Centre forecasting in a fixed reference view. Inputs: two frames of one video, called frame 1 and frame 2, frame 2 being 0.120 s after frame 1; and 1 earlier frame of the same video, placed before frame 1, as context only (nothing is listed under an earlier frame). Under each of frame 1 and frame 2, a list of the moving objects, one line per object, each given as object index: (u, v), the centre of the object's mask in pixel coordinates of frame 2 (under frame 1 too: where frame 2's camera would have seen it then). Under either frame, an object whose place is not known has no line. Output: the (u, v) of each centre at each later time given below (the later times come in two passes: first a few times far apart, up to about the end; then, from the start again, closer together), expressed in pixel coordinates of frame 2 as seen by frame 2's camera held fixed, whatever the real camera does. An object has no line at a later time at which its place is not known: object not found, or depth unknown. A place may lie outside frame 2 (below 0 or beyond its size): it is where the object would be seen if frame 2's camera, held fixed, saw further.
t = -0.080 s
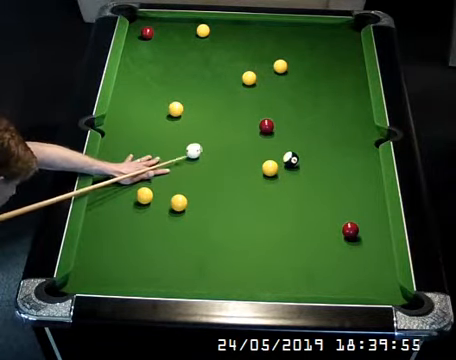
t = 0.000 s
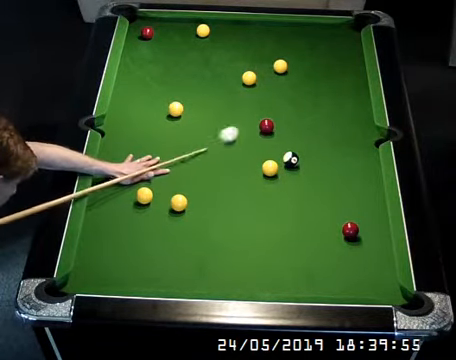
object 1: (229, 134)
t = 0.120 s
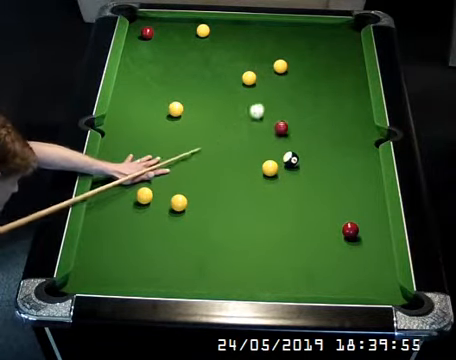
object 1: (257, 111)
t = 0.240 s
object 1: (262, 91)
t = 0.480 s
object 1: (261, 64)
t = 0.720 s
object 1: (256, 43)
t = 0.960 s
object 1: (252, 24)
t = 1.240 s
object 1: (246, 37)
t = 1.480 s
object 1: (241, 49)
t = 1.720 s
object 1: (235, 61)
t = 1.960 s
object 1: (230, 73)
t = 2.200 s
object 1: (225, 85)
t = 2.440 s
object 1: (220, 96)
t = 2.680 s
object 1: (215, 107)
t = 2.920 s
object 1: (210, 117)
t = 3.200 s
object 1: (205, 129)
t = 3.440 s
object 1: (200, 138)
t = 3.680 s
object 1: (195, 146)
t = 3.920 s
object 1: (191, 154)
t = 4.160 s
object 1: (188, 162)
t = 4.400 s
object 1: (184, 169)
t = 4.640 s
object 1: (181, 175)
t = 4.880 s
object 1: (179, 180)
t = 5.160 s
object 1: (176, 185)
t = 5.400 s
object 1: (174, 188)
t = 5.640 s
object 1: (172, 191)
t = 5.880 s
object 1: (170, 192)
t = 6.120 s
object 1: (169, 193)
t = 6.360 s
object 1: (169, 194)
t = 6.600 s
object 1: (169, 194)
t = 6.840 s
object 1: (169, 194)
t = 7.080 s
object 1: (168, 194)
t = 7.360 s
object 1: (168, 194)
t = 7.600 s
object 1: (168, 194)
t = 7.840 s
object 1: (168, 194)
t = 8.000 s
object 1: (167, 193)
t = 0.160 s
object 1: (259, 103)
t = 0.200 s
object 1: (261, 97)
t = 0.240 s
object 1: (262, 91)
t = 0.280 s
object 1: (263, 85)
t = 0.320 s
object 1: (263, 80)
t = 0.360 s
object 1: (263, 76)
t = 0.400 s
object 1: (263, 71)
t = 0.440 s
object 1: (262, 68)
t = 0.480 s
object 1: (261, 64)
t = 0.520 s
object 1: (260, 60)
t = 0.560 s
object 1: (259, 57)
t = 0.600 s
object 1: (259, 53)
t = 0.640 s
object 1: (258, 50)
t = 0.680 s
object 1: (257, 46)
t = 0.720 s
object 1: (256, 43)
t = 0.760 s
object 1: (255, 40)
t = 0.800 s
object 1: (255, 36)
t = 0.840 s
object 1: (254, 33)
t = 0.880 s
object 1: (253, 30)
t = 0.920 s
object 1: (253, 27)
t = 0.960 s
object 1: (252, 24)
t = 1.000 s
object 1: (251, 24)
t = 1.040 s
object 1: (250, 27)
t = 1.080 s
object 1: (249, 29)
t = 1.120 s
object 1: (248, 31)
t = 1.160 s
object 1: (248, 33)
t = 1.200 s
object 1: (247, 35)
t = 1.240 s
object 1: (246, 37)
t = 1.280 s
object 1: (245, 39)
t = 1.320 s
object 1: (244, 41)
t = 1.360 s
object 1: (243, 43)
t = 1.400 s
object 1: (243, 45)
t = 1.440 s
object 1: (241, 47)
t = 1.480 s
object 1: (241, 49)
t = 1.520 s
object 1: (240, 51)
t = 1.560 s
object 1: (239, 54)
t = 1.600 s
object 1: (238, 55)
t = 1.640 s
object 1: (237, 57)
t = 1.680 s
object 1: (236, 59)
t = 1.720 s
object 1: (235, 61)
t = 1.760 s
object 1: (235, 63)
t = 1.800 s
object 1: (234, 65)
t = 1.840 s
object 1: (233, 67)
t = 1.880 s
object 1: (232, 69)
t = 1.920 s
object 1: (231, 71)
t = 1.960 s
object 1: (230, 73)
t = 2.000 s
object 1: (230, 75)
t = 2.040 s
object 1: (229, 77)
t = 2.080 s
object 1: (228, 79)
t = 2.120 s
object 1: (227, 81)
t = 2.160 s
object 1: (226, 83)
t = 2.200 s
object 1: (225, 85)
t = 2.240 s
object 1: (224, 87)
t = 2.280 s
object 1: (224, 89)
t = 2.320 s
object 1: (223, 90)
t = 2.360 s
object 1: (222, 92)
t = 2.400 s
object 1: (221, 94)
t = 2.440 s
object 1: (220, 96)
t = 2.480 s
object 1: (219, 98)
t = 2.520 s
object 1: (218, 100)
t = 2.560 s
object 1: (218, 102)
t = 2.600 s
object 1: (217, 103)
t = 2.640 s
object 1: (216, 105)
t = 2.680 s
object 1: (215, 107)
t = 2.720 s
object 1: (214, 108)
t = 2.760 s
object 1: (214, 110)
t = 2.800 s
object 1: (213, 112)
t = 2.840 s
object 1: (212, 114)
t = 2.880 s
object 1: (211, 115)
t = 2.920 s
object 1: (210, 117)
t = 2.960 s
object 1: (209, 119)
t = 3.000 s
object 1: (209, 120)
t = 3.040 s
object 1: (208, 122)
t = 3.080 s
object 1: (207, 124)
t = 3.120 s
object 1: (206, 125)
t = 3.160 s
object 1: (206, 127)
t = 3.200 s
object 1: (205, 129)
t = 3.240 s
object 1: (204, 130)
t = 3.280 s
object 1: (203, 132)
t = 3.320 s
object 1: (202, 133)
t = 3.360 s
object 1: (202, 135)
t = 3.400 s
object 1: (201, 136)
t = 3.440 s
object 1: (200, 138)
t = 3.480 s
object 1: (199, 139)
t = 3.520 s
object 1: (198, 141)
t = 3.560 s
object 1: (197, 142)
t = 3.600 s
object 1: (197, 143)
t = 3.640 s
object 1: (196, 145)
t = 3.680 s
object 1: (195, 146)
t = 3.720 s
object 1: (195, 148)
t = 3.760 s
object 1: (194, 149)
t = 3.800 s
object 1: (193, 150)
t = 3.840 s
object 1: (193, 152)
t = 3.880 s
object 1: (192, 153)
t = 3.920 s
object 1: (191, 154)
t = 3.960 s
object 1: (191, 156)
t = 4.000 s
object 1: (190, 157)
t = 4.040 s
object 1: (189, 158)
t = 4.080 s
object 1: (189, 160)
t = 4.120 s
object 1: (188, 161)
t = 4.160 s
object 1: (188, 162)
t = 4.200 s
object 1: (187, 163)
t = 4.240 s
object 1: (186, 164)
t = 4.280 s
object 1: (186, 166)
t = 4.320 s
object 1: (185, 167)
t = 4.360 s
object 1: (185, 168)
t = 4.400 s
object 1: (184, 169)
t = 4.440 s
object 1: (184, 170)
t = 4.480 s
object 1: (183, 171)
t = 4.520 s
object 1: (183, 172)
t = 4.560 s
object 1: (182, 173)
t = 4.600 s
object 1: (182, 174)
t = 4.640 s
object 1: (181, 175)
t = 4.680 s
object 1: (181, 176)
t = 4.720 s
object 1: (181, 177)
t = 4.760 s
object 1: (180, 178)
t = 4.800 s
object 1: (180, 179)
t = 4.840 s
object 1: (179, 179)
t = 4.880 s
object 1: (179, 180)
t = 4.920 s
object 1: (178, 181)
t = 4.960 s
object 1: (178, 182)
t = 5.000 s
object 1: (178, 182)
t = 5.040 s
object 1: (177, 183)
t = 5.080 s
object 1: (177, 184)
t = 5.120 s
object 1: (177, 185)
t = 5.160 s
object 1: (176, 185)
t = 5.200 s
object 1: (176, 186)
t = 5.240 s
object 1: (176, 186)
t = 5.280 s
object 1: (175, 187)
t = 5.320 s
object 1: (175, 187)
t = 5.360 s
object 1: (174, 188)
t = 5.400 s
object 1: (174, 188)
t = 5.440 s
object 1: (174, 189)
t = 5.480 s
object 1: (174, 189)
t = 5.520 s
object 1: (173, 189)
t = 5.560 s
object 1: (173, 190)
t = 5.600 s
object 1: (173, 190)
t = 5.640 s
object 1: (172, 191)
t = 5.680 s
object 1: (172, 191)
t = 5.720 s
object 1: (172, 191)
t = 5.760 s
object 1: (172, 191)
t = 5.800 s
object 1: (171, 192)
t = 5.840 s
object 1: (170, 192)
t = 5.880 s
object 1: (170, 192)
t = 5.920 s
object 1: (170, 192)
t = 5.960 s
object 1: (170, 192)
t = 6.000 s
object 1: (170, 193)
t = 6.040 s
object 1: (169, 193)
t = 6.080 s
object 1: (169, 193)
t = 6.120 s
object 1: (169, 193)
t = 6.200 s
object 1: (169, 194)
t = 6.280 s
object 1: (169, 194)
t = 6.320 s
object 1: (169, 194)
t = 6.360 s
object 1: (169, 194)
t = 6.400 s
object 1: (169, 194)
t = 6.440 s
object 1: (169, 194)
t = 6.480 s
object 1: (169, 194)
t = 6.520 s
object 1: (169, 194)
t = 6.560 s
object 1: (169, 194)
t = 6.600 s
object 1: (169, 194)
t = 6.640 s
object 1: (169, 194)
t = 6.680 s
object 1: (169, 194)
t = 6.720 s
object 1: (169, 194)
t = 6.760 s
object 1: (169, 194)
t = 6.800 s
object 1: (169, 194)
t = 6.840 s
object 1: (169, 194)
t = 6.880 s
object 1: (169, 194)
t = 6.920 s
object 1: (168, 194)
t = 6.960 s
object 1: (168, 194)
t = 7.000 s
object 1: (168, 194)
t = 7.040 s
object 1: (168, 194)
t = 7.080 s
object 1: (168, 194)
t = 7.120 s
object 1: (168, 194)
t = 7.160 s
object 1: (168, 194)
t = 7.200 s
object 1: (168, 194)
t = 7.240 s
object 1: (168, 194)
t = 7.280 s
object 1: (168, 194)
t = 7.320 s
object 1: (168, 194)
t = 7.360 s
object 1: (168, 194)
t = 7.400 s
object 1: (168, 194)
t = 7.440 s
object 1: (168, 194)
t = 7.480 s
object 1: (168, 194)
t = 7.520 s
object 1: (168, 194)
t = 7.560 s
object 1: (168, 194)
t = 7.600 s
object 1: (168, 194)
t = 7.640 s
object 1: (168, 194)
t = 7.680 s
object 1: (168, 194)
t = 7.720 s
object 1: (168, 194)
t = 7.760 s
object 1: (168, 194)
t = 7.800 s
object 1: (168, 194)
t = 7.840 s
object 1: (168, 194)
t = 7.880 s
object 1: (168, 194)
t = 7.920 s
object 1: (168, 194)
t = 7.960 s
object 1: (169, 196)
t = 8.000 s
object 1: (167, 193)
